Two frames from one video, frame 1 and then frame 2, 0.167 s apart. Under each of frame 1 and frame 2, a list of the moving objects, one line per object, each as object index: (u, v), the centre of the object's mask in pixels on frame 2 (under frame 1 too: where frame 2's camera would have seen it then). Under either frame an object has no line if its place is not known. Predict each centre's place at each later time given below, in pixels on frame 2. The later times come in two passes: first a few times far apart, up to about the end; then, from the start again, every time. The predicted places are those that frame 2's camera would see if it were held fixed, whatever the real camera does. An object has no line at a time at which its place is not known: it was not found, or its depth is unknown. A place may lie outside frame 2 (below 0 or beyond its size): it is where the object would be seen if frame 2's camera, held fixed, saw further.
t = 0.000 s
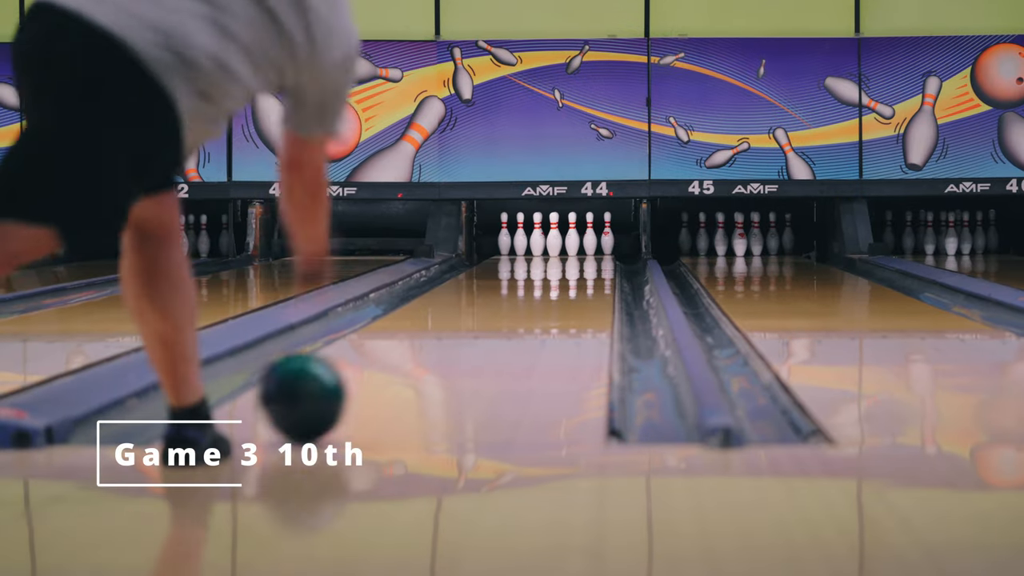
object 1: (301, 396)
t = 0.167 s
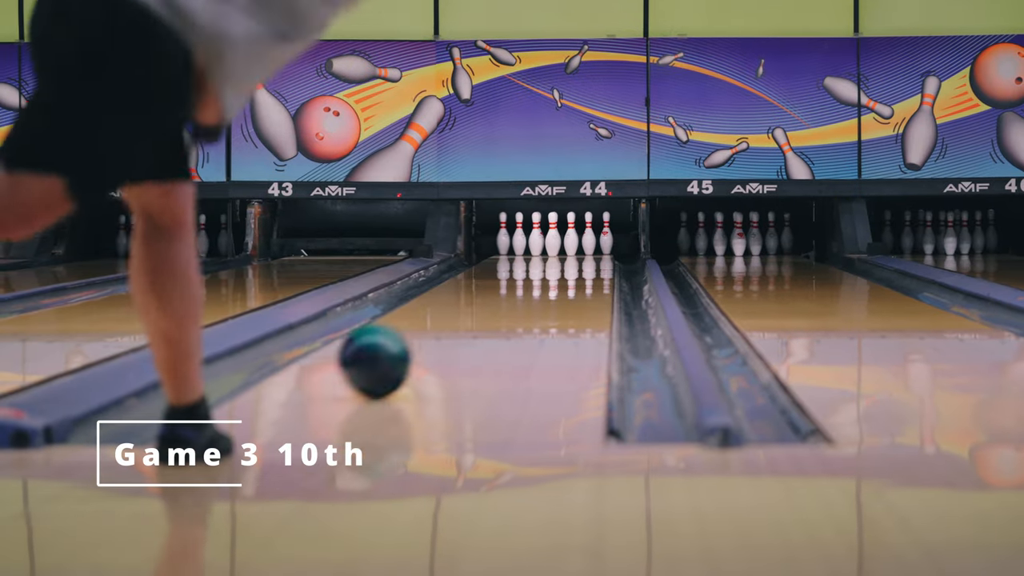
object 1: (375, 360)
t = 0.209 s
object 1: (390, 352)
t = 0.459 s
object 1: (456, 318)
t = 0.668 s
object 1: (493, 301)
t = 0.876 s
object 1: (520, 288)
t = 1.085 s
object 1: (541, 276)
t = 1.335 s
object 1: (559, 265)
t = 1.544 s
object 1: (570, 259)
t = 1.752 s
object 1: (574, 253)
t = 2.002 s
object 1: (570, 248)
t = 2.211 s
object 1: (560, 245)
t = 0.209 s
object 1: (390, 352)
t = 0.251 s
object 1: (403, 345)
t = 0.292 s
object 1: (416, 338)
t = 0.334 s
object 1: (427, 332)
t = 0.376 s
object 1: (437, 327)
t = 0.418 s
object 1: (447, 323)
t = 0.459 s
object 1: (456, 318)
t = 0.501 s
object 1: (465, 314)
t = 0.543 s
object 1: (472, 310)
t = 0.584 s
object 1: (480, 307)
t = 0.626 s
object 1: (487, 304)
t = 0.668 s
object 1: (493, 301)
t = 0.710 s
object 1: (499, 298)
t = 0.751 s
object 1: (505, 295)
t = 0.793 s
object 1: (510, 293)
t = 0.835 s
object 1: (515, 290)
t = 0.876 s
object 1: (520, 288)
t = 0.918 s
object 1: (525, 285)
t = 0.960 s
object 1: (529, 283)
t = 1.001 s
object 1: (533, 281)
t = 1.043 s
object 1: (537, 278)
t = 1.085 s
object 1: (541, 276)
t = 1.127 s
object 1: (544, 274)
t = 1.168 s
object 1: (547, 273)
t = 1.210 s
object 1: (550, 271)
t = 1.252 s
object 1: (553, 269)
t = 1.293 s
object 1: (556, 267)
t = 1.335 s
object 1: (559, 265)
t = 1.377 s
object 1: (561, 264)
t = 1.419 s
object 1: (564, 262)
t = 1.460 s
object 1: (566, 261)
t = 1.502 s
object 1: (568, 260)
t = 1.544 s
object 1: (570, 259)
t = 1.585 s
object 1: (571, 257)
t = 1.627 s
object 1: (573, 256)
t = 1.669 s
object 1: (574, 255)
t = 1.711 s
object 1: (574, 254)
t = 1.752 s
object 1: (574, 253)
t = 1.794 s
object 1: (574, 252)
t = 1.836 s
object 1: (574, 251)
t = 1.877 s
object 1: (573, 250)
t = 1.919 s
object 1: (572, 250)
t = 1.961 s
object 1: (571, 249)
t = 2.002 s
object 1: (570, 248)
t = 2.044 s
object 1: (568, 247)
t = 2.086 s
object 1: (566, 246)
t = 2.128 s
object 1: (564, 246)
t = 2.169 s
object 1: (562, 245)
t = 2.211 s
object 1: (560, 245)
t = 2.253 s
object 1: (559, 244)
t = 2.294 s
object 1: (560, 244)
